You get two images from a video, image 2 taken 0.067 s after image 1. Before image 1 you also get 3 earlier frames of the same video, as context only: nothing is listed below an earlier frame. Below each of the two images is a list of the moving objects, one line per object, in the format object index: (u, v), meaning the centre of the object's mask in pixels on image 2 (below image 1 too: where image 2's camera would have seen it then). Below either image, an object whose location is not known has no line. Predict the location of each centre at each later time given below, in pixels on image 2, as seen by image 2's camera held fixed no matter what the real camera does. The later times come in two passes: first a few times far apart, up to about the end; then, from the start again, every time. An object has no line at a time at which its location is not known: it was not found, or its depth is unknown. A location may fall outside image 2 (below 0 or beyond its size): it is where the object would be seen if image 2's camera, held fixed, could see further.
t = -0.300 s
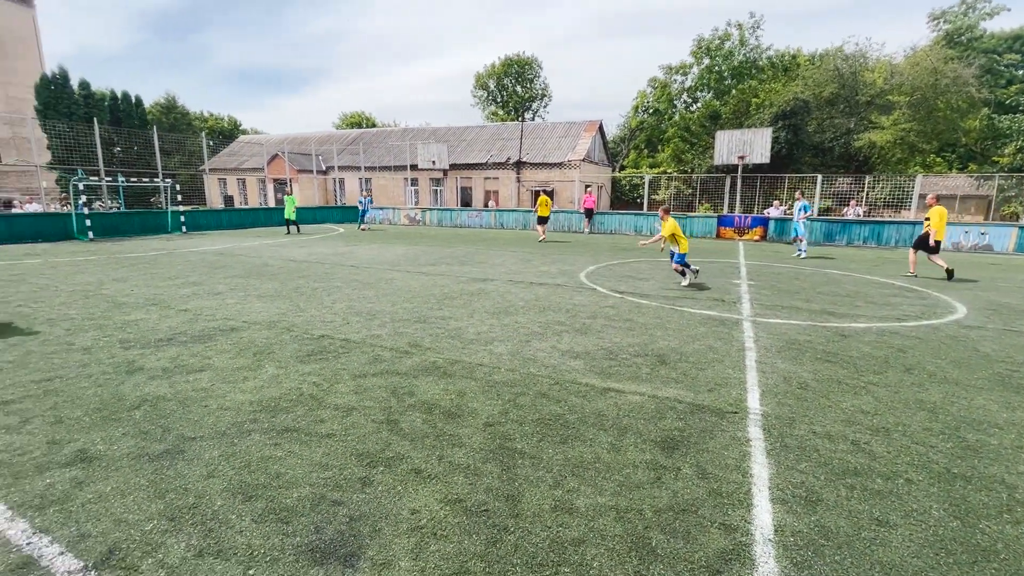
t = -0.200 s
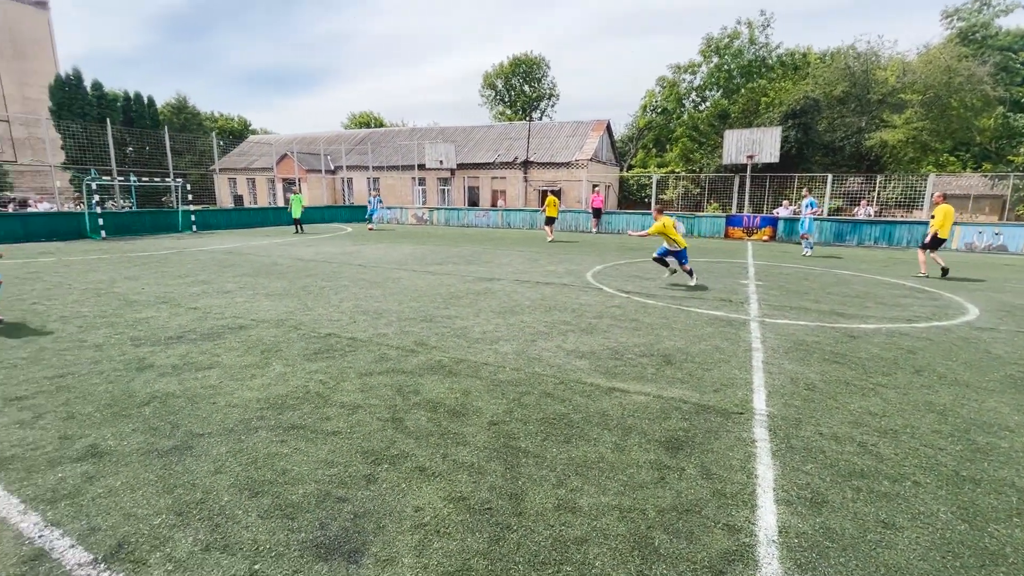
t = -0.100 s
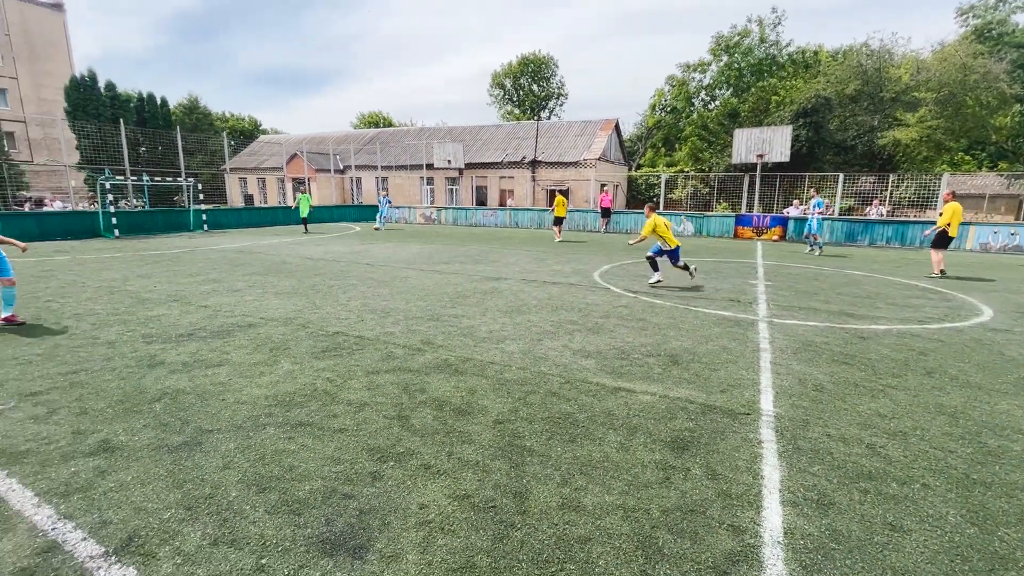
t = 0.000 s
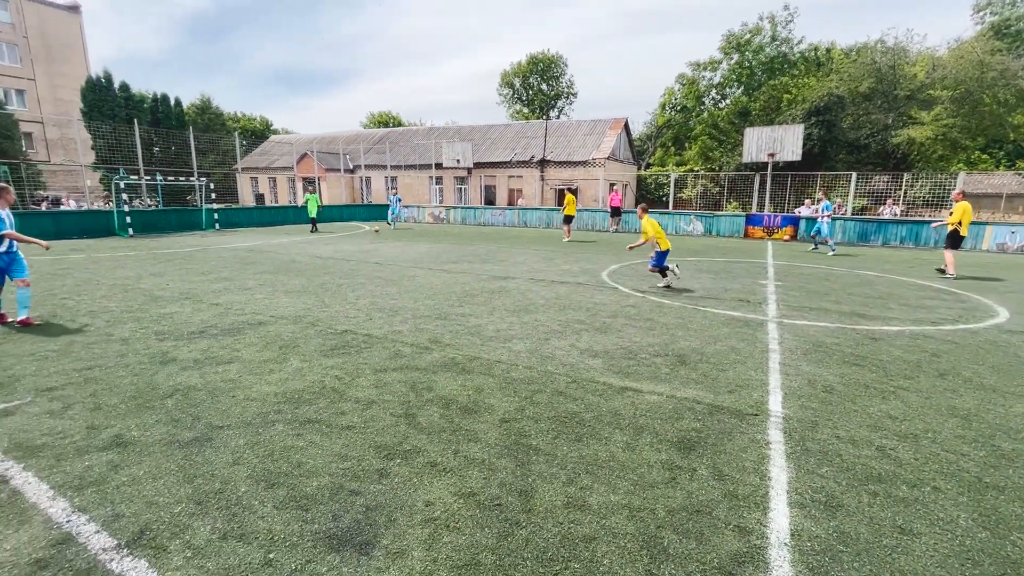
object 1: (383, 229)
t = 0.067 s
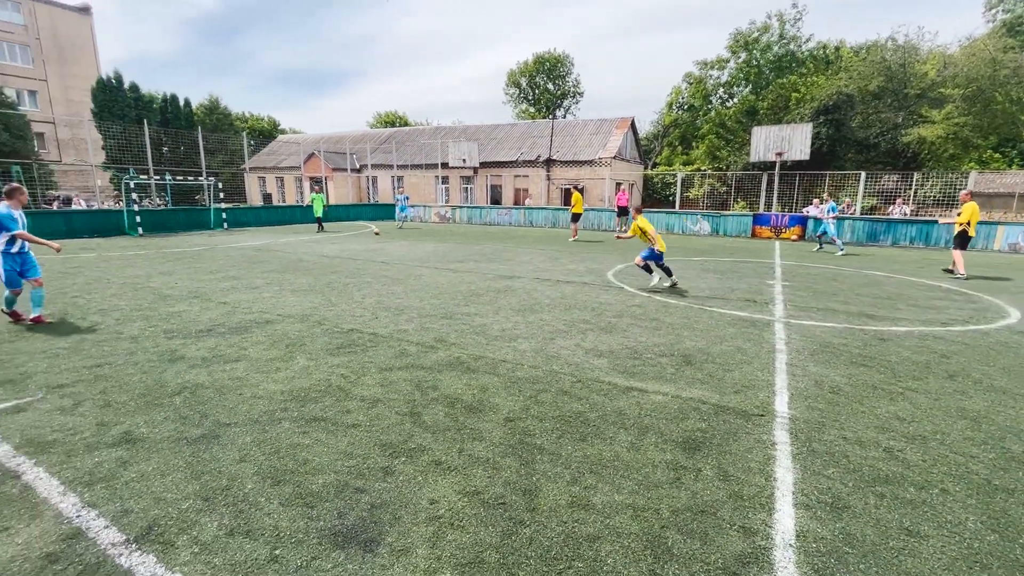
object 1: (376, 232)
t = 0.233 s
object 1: (358, 238)
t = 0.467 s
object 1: (328, 251)
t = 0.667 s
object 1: (295, 265)
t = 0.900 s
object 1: (248, 285)
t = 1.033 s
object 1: (215, 302)
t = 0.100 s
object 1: (373, 233)
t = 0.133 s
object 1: (369, 234)
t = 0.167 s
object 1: (366, 235)
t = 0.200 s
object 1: (362, 237)
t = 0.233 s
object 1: (358, 238)
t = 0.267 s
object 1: (354, 240)
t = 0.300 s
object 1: (350, 242)
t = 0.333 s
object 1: (346, 243)
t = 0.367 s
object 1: (342, 245)
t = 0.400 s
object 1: (337, 247)
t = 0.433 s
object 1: (333, 249)
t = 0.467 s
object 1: (328, 251)
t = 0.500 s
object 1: (323, 253)
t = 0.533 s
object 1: (318, 255)
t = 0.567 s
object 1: (312, 257)
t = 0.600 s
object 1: (307, 259)
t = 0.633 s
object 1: (301, 262)
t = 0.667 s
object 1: (295, 265)
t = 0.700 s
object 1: (289, 267)
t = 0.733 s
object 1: (283, 270)
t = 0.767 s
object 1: (277, 273)
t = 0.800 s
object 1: (270, 276)
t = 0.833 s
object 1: (263, 280)
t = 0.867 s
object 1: (256, 283)
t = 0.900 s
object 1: (248, 285)
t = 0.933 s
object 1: (240, 289)
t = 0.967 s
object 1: (232, 293)
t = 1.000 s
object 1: (224, 297)
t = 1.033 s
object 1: (215, 302)
